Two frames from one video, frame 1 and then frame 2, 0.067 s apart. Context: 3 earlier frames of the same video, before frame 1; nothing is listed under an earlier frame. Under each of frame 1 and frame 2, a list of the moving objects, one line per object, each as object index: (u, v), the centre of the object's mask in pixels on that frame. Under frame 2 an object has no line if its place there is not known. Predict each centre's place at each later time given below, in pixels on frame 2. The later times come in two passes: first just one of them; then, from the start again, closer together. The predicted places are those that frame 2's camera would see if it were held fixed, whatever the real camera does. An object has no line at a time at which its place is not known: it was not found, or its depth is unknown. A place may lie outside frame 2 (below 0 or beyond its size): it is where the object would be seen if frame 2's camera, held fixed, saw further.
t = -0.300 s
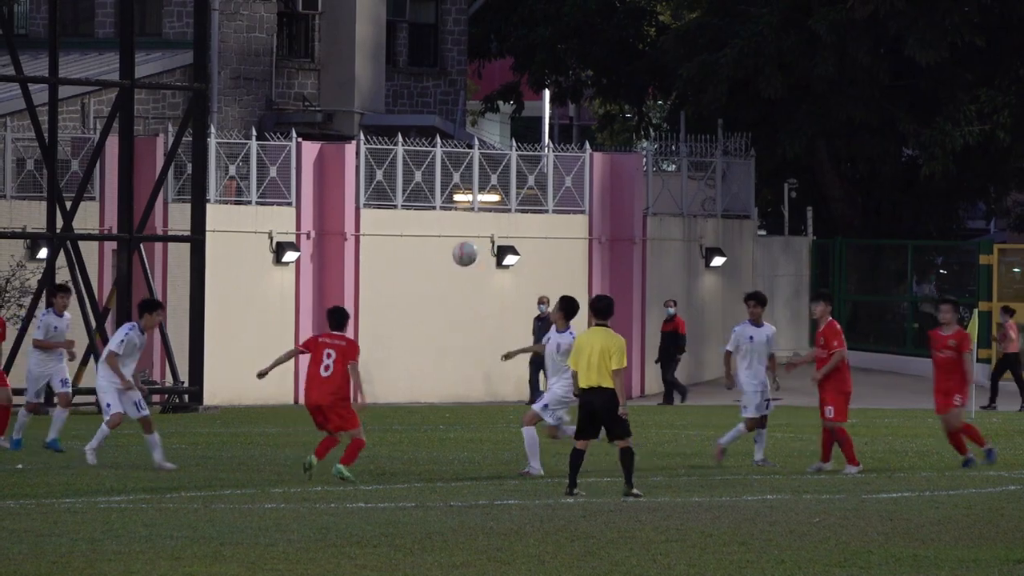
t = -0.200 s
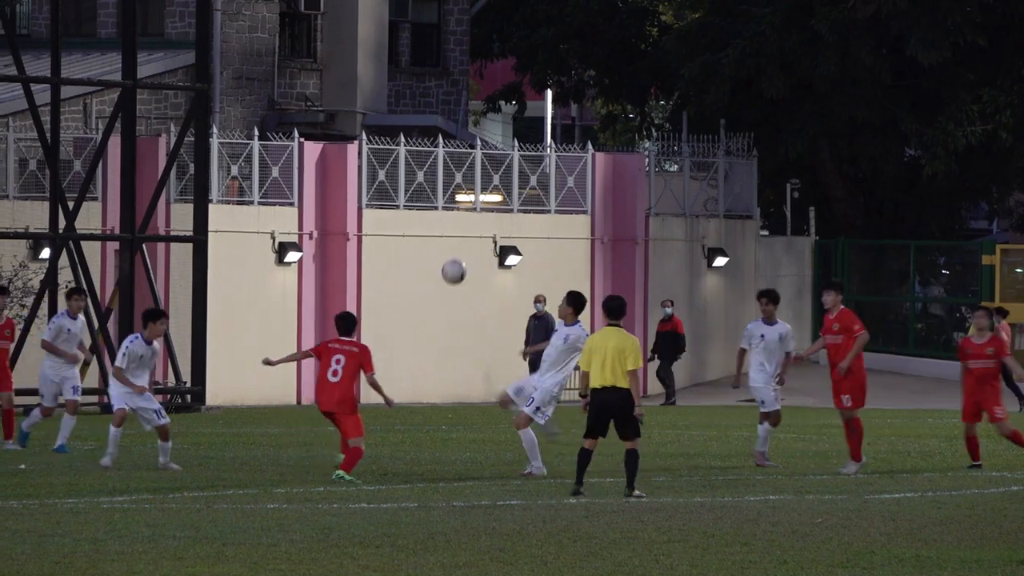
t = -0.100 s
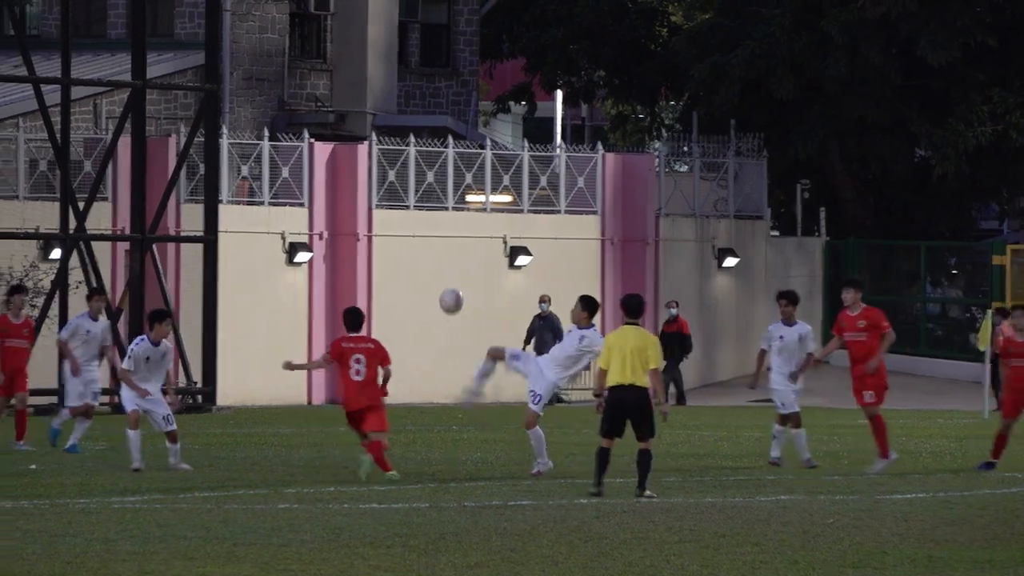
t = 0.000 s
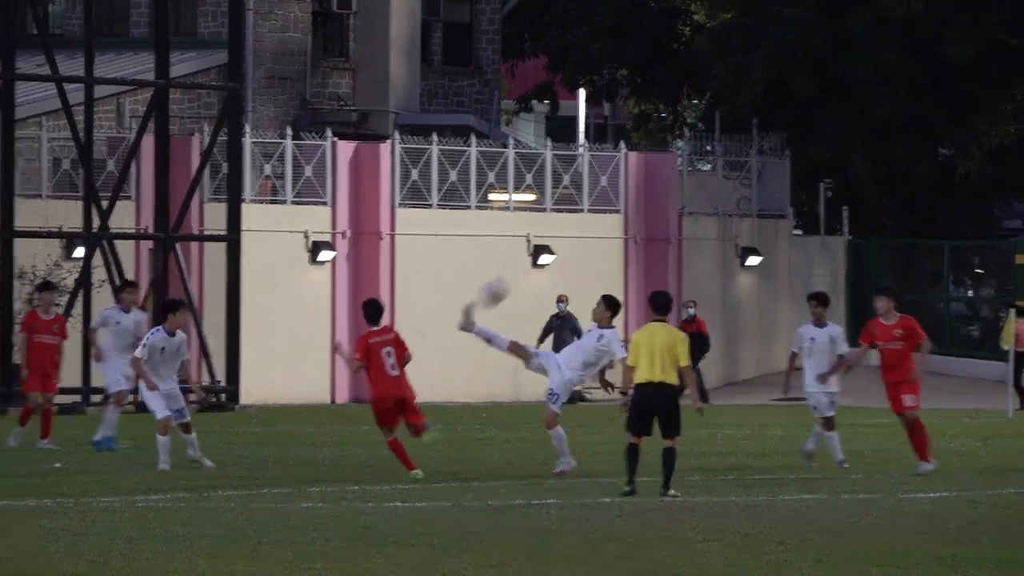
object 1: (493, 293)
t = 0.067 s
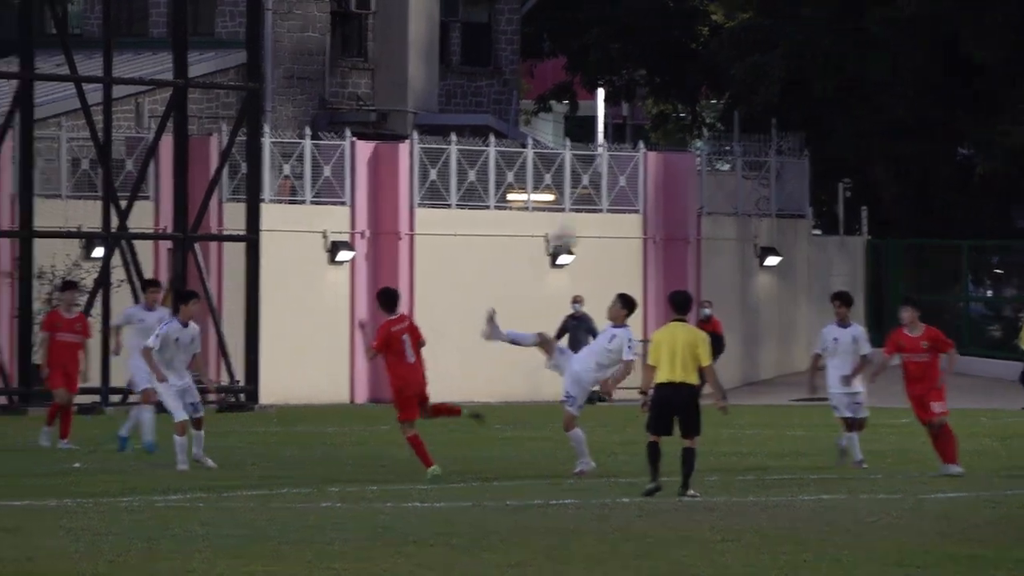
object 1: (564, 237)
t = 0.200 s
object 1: (677, 147)
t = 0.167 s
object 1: (641, 173)
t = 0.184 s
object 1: (653, 160)
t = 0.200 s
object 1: (677, 147)
